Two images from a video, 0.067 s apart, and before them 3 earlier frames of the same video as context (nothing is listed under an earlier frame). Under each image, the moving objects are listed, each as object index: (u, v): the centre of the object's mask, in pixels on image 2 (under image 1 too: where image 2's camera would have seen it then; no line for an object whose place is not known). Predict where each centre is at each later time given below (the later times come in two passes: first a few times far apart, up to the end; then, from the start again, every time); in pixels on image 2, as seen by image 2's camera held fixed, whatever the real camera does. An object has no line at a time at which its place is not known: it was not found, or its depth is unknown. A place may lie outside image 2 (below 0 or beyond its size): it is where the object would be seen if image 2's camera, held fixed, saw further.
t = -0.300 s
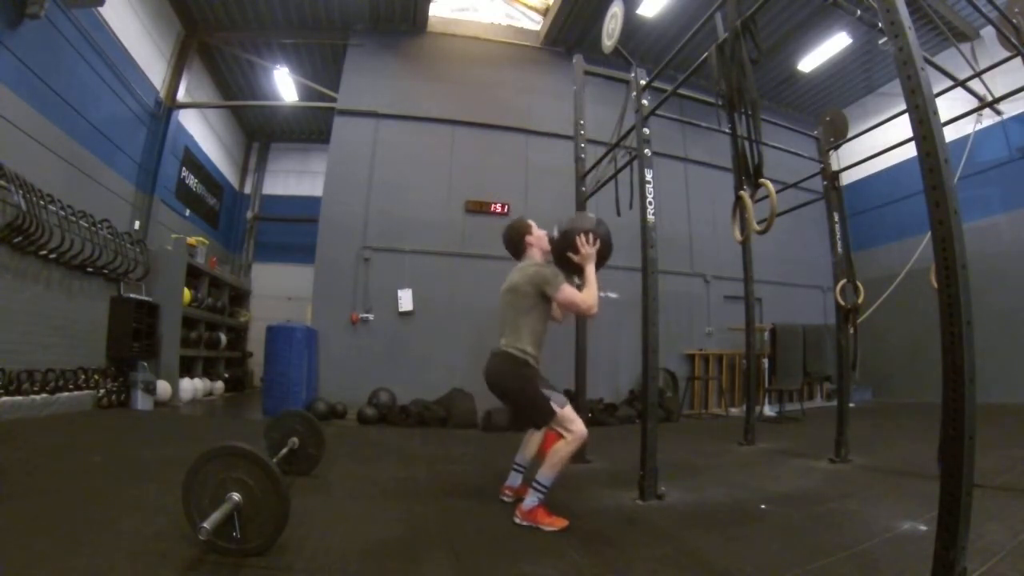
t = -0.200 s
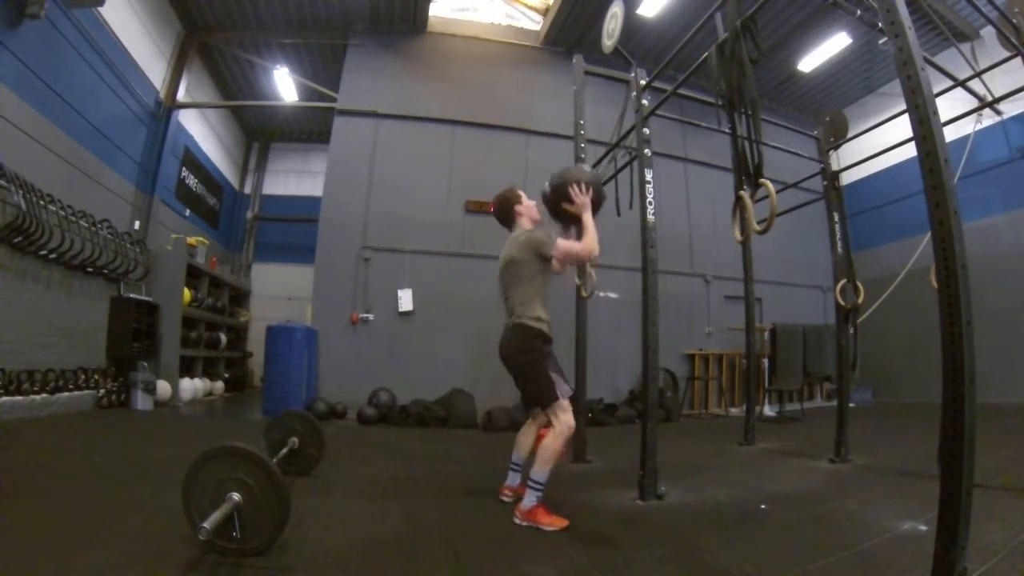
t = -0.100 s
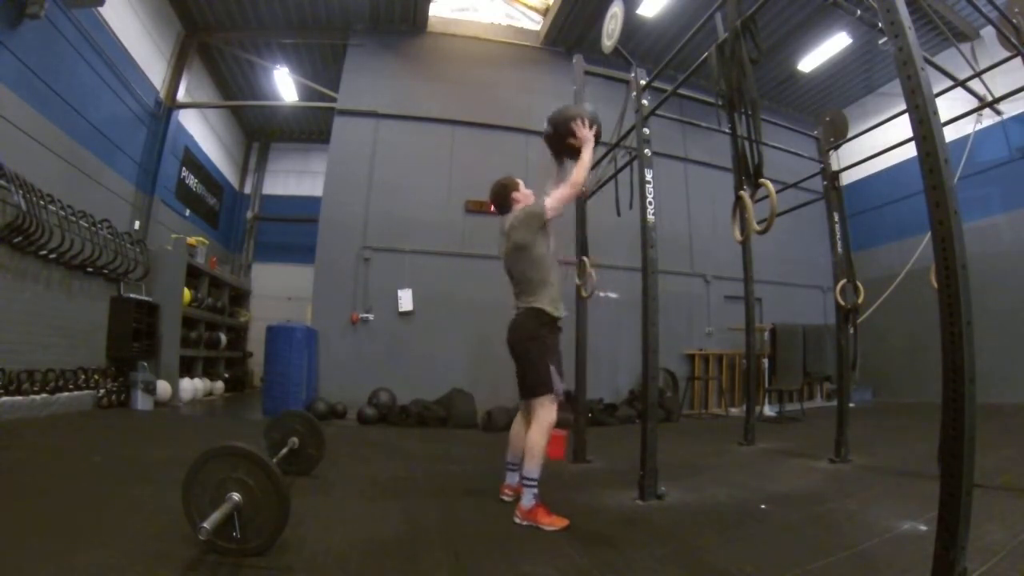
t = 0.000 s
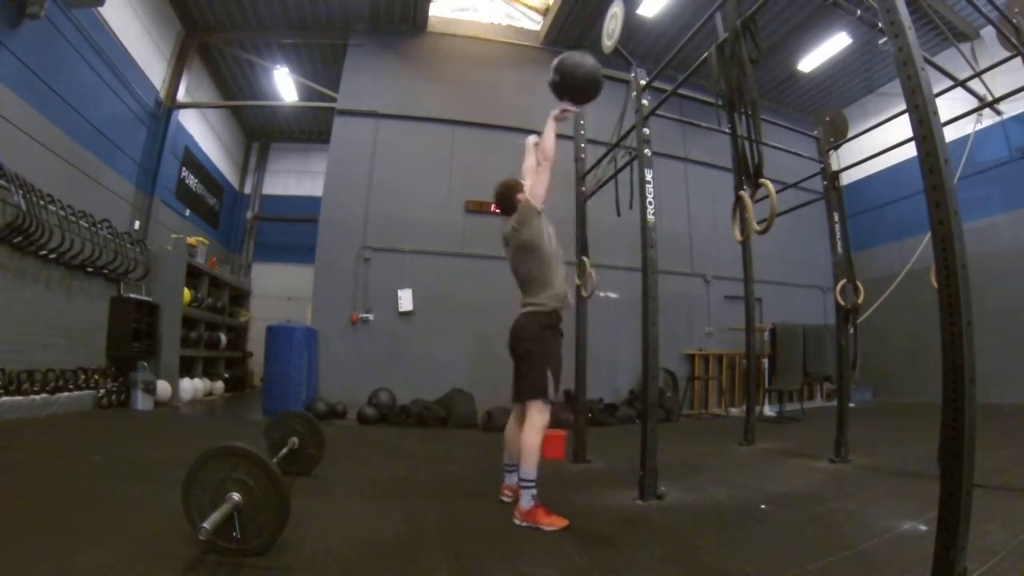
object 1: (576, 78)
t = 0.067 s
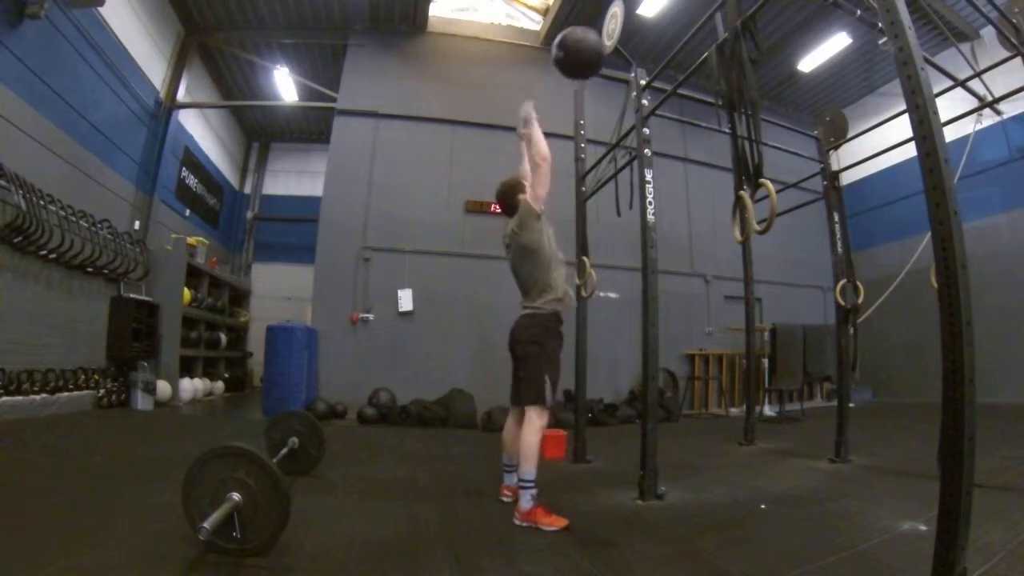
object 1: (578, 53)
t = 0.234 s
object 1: (586, 18)
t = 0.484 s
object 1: (588, 20)
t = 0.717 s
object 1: (582, 81)
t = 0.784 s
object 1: (582, 115)
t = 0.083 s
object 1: (578, 47)
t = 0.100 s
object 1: (579, 42)
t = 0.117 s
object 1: (580, 38)
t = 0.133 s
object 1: (581, 33)
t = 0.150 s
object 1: (582, 30)
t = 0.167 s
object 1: (583, 26)
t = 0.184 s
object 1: (583, 24)
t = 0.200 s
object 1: (584, 22)
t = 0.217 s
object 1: (585, 20)
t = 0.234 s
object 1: (586, 18)
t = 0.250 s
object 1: (586, 17)
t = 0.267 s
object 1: (587, 17)
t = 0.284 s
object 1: (588, 17)
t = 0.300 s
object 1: (590, 16)
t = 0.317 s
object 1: (590, 16)
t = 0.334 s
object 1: (591, 16)
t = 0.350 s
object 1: (592, 16)
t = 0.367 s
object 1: (592, 16)
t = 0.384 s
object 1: (592, 16)
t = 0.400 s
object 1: (591, 16)
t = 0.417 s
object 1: (591, 16)
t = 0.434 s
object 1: (590, 17)
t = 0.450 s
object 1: (590, 18)
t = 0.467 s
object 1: (589, 18)
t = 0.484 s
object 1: (588, 20)
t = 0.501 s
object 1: (587, 21)
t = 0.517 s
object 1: (586, 23)
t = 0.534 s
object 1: (586, 25)
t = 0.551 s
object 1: (586, 27)
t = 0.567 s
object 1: (585, 31)
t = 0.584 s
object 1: (585, 35)
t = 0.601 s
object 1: (585, 39)
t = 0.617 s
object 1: (585, 44)
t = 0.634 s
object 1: (583, 49)
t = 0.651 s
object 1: (583, 54)
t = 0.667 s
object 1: (583, 60)
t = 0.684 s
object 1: (582, 67)
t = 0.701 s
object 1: (583, 73)
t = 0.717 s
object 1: (582, 81)
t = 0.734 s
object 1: (582, 88)
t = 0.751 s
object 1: (582, 96)
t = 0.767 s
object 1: (582, 106)
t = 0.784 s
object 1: (582, 115)
